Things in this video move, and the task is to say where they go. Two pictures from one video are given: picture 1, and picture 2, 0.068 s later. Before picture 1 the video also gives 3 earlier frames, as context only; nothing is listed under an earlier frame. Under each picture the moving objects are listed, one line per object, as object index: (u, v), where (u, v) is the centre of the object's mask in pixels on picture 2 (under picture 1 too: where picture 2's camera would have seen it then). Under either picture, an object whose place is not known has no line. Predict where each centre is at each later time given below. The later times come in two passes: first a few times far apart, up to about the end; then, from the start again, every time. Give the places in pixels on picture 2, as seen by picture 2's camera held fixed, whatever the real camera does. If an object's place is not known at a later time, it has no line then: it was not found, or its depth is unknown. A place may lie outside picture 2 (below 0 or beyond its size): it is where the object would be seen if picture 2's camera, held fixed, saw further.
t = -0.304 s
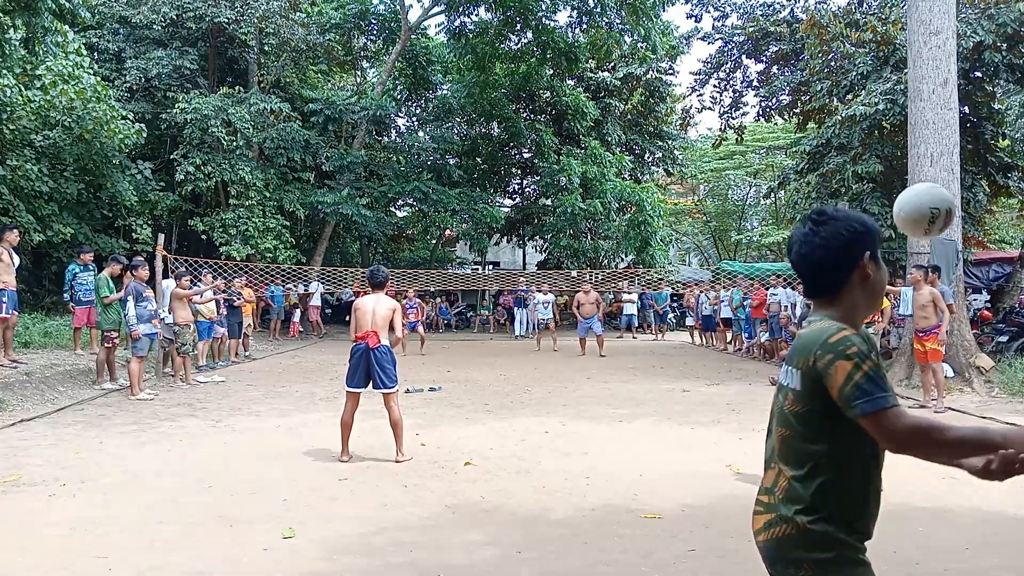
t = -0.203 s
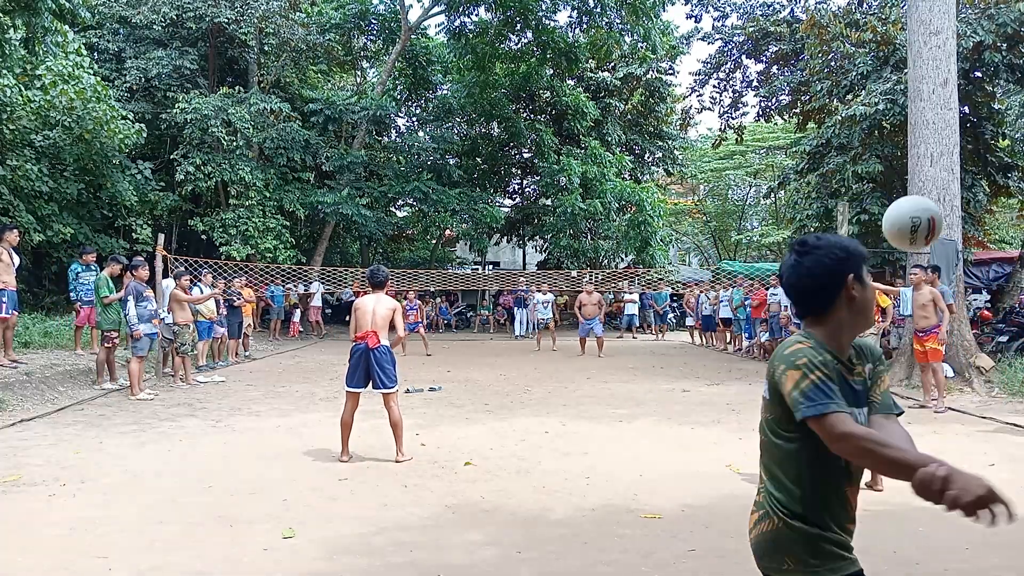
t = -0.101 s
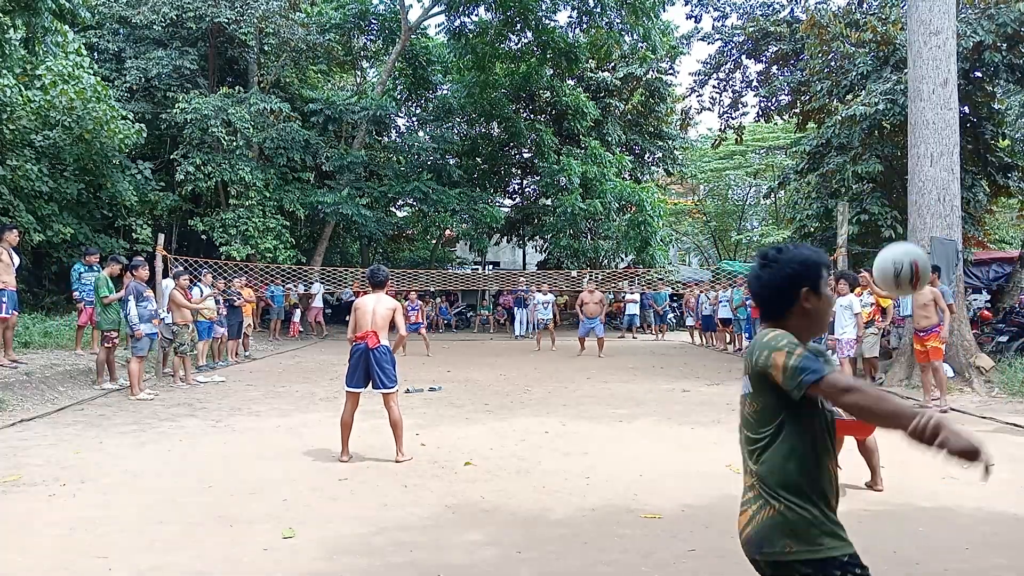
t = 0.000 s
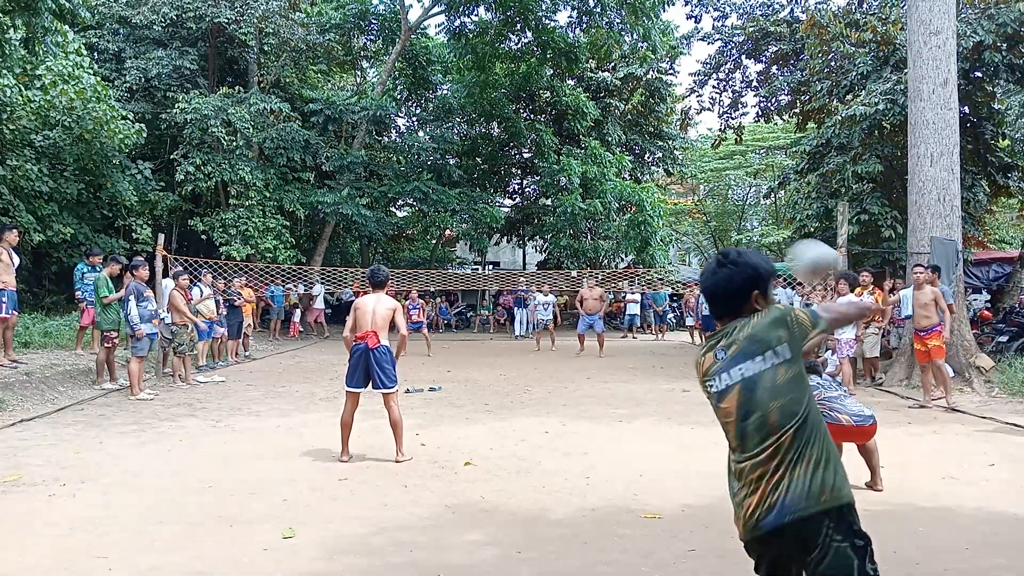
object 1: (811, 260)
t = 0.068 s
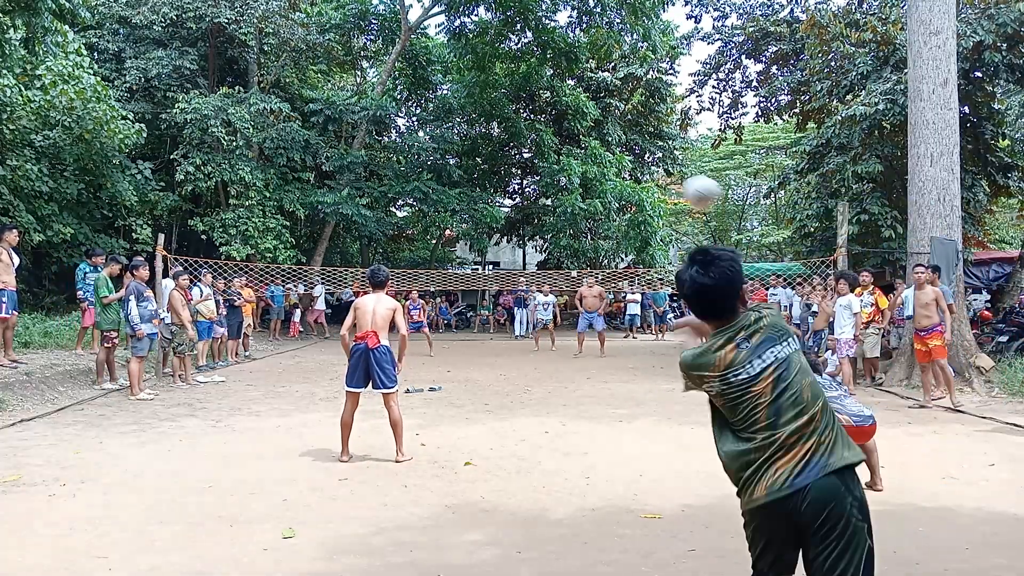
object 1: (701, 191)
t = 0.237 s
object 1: (568, 134)
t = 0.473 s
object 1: (497, 134)
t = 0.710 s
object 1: (470, 169)
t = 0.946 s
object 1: (454, 218)
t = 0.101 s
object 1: (663, 172)
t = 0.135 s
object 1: (632, 156)
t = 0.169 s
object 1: (607, 145)
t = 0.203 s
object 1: (586, 138)
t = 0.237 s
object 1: (568, 134)
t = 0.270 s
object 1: (553, 130)
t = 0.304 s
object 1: (539, 128)
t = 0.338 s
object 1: (528, 128)
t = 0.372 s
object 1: (518, 128)
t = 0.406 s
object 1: (509, 129)
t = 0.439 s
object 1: (502, 131)
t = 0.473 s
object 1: (497, 134)
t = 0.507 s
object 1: (492, 137)
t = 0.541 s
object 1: (487, 142)
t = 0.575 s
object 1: (483, 147)
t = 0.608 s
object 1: (480, 153)
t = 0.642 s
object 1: (476, 158)
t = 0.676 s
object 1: (473, 163)
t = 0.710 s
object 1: (470, 169)
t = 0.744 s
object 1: (467, 175)
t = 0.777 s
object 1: (464, 182)
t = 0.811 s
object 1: (462, 188)
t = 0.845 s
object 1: (460, 196)
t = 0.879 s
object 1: (458, 203)
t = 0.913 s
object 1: (456, 210)
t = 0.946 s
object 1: (454, 218)
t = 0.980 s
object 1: (452, 226)
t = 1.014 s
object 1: (450, 233)
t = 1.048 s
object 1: (449, 241)
